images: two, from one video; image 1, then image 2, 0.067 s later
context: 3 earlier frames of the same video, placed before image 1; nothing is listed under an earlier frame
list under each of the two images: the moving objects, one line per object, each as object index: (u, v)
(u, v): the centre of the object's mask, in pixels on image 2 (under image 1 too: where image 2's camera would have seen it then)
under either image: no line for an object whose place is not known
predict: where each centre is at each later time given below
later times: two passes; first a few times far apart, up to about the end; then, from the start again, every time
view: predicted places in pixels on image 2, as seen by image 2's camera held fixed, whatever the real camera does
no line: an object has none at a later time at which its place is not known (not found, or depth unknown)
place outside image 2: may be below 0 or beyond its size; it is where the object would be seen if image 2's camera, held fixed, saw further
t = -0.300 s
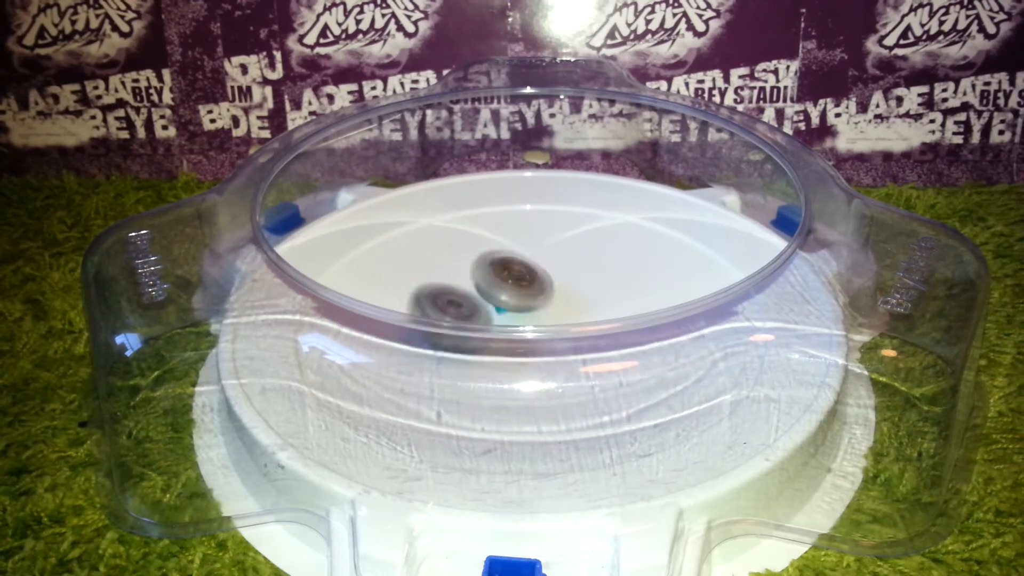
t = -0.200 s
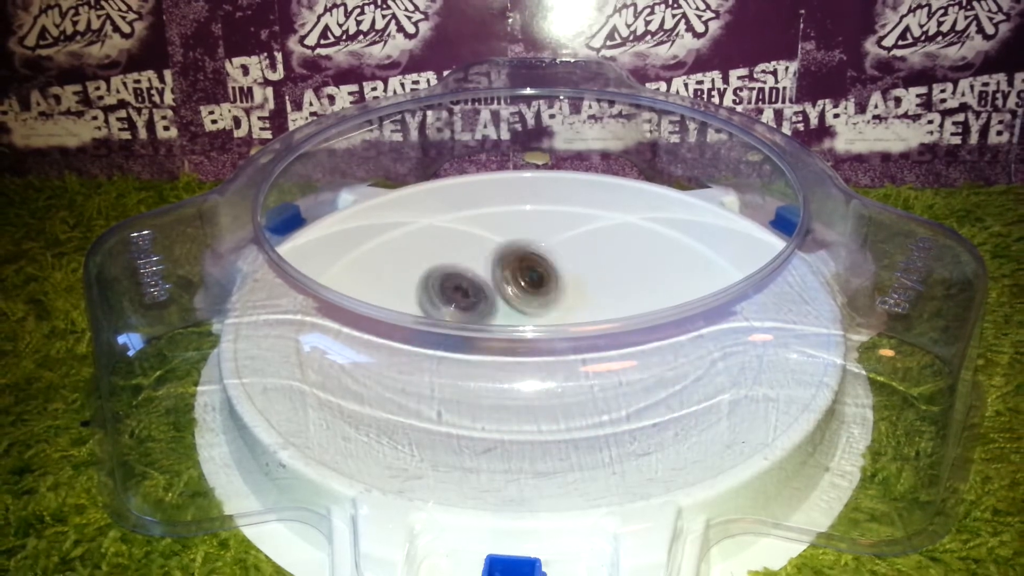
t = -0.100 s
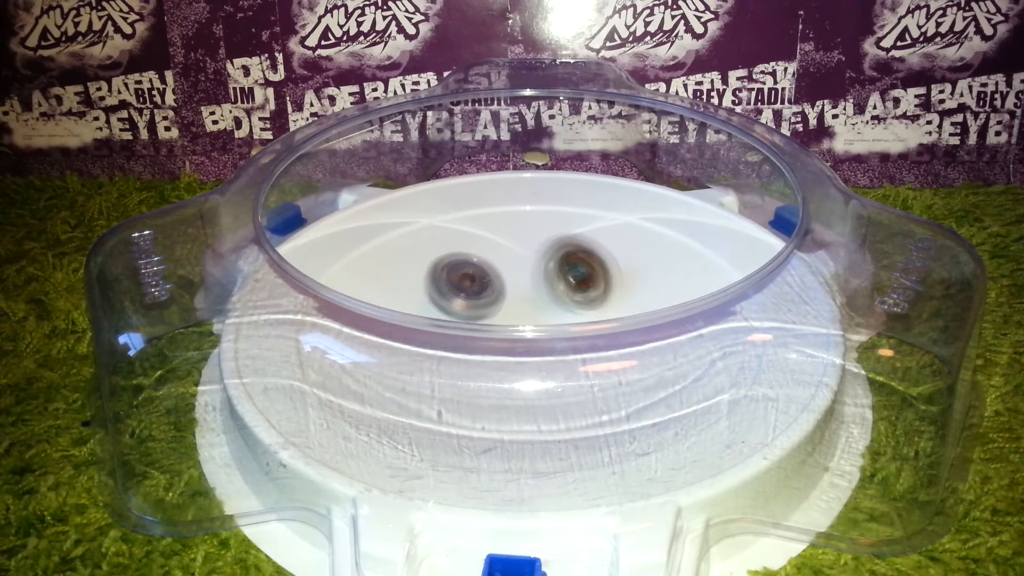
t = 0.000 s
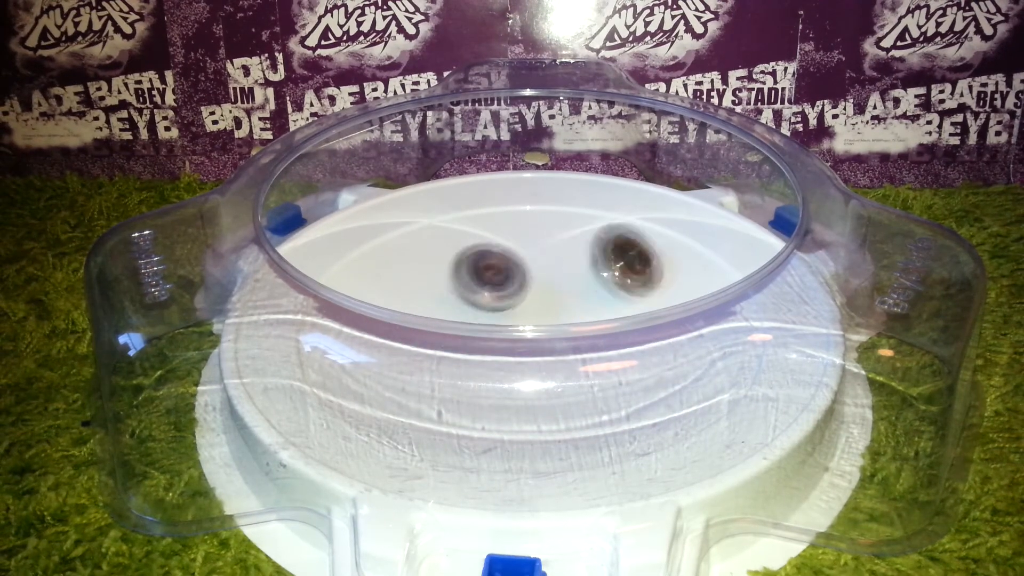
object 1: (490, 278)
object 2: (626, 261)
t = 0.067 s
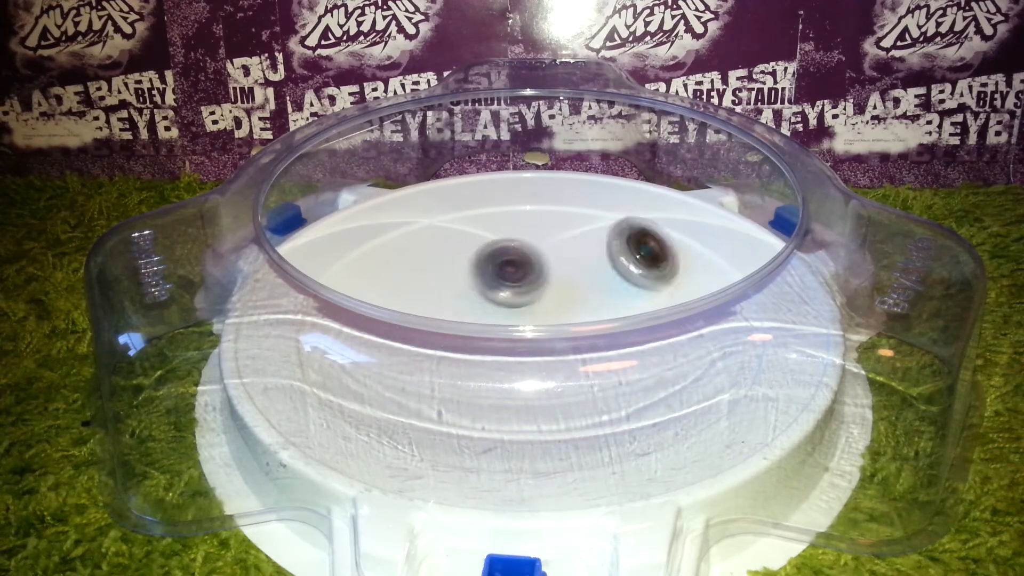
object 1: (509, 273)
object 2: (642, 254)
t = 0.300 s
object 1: (538, 275)
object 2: (646, 271)
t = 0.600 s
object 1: (505, 310)
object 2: (588, 308)
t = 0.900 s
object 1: (437, 312)
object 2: (588, 337)
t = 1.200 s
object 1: (461, 277)
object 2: (580, 314)
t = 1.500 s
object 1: (532, 282)
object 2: (583, 305)
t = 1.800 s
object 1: (560, 284)
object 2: (568, 347)
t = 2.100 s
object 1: (566, 297)
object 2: (521, 350)
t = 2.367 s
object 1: (569, 296)
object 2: (494, 324)
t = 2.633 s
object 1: (567, 304)
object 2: (494, 303)
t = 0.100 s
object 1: (519, 272)
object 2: (645, 251)
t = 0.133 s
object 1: (529, 271)
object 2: (644, 250)
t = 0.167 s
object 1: (539, 271)
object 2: (643, 251)
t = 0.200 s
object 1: (549, 271)
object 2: (638, 254)
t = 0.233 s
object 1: (557, 270)
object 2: (631, 257)
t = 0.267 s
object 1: (548, 268)
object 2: (637, 261)
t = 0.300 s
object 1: (538, 275)
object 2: (646, 271)
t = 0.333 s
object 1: (530, 279)
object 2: (649, 277)
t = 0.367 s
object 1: (525, 283)
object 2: (648, 285)
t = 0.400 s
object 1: (522, 289)
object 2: (646, 295)
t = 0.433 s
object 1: (521, 294)
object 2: (637, 302)
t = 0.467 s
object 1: (519, 299)
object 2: (622, 304)
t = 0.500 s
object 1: (516, 302)
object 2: (610, 302)
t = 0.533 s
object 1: (514, 305)
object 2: (604, 303)
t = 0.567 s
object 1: (510, 307)
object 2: (596, 305)
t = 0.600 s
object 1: (505, 310)
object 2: (588, 308)
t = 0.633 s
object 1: (494, 312)
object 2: (588, 336)
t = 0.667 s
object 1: (477, 322)
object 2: (588, 311)
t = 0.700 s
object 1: (467, 323)
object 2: (590, 337)
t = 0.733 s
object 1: (464, 323)
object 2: (591, 337)
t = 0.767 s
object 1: (456, 319)
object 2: (592, 337)
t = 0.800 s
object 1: (451, 319)
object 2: (592, 337)
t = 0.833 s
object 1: (446, 317)
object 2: (591, 337)
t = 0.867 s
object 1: (441, 314)
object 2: (590, 337)
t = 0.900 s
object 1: (437, 312)
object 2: (588, 337)
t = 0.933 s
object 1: (433, 298)
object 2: (584, 337)
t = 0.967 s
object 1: (431, 296)
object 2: (579, 337)
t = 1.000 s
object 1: (432, 293)
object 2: (576, 334)
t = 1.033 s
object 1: (434, 290)
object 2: (572, 332)
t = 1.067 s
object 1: (437, 287)
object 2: (572, 325)
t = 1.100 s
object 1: (442, 283)
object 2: (573, 324)
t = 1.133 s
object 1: (448, 280)
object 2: (575, 322)
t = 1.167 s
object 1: (454, 279)
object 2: (576, 319)
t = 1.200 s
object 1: (461, 277)
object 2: (580, 314)
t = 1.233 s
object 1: (469, 276)
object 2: (581, 307)
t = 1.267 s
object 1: (478, 276)
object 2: (583, 306)
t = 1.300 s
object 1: (486, 277)
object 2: (585, 306)
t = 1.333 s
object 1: (494, 278)
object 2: (586, 306)
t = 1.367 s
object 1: (503, 279)
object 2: (586, 306)
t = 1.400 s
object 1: (511, 282)
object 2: (585, 306)
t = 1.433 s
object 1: (518, 284)
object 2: (586, 306)
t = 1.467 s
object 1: (524, 285)
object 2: (585, 313)
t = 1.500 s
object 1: (532, 282)
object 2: (583, 305)
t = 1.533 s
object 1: (535, 278)
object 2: (581, 308)
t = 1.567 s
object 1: (539, 277)
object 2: (574, 337)
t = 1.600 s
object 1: (543, 277)
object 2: (576, 344)
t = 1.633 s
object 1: (549, 277)
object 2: (576, 347)
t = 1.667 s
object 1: (552, 278)
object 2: (576, 347)
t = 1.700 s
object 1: (555, 280)
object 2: (573, 348)
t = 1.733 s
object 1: (558, 281)
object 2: (572, 348)
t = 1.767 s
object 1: (559, 283)
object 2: (571, 349)
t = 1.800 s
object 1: (560, 284)
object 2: (568, 347)
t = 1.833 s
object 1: (561, 286)
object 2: (562, 348)
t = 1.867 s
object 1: (564, 287)
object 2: (558, 346)
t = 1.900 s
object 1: (566, 290)
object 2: (551, 348)
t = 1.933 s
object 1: (569, 292)
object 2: (545, 350)
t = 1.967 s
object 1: (569, 293)
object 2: (540, 353)
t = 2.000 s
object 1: (570, 294)
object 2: (538, 352)
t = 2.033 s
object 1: (570, 294)
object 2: (534, 350)
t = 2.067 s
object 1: (570, 295)
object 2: (528, 348)
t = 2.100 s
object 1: (566, 297)
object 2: (521, 350)
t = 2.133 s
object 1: (570, 296)
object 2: (516, 345)
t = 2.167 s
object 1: (570, 296)
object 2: (508, 345)
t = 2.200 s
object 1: (572, 295)
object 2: (505, 343)
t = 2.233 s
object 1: (572, 295)
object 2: (503, 341)
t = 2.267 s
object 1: (570, 295)
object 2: (502, 339)
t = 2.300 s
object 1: (569, 295)
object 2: (502, 339)
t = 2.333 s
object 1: (568, 295)
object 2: (500, 339)
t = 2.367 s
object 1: (569, 296)
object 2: (494, 324)
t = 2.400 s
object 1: (570, 297)
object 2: (494, 324)
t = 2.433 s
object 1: (569, 298)
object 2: (493, 321)
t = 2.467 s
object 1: (569, 299)
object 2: (494, 318)
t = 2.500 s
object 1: (568, 299)
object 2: (494, 317)
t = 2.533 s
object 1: (568, 301)
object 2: (492, 315)
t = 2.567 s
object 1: (567, 301)
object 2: (491, 315)
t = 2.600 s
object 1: (567, 303)
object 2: (491, 315)
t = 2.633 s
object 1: (567, 304)
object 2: (494, 303)
